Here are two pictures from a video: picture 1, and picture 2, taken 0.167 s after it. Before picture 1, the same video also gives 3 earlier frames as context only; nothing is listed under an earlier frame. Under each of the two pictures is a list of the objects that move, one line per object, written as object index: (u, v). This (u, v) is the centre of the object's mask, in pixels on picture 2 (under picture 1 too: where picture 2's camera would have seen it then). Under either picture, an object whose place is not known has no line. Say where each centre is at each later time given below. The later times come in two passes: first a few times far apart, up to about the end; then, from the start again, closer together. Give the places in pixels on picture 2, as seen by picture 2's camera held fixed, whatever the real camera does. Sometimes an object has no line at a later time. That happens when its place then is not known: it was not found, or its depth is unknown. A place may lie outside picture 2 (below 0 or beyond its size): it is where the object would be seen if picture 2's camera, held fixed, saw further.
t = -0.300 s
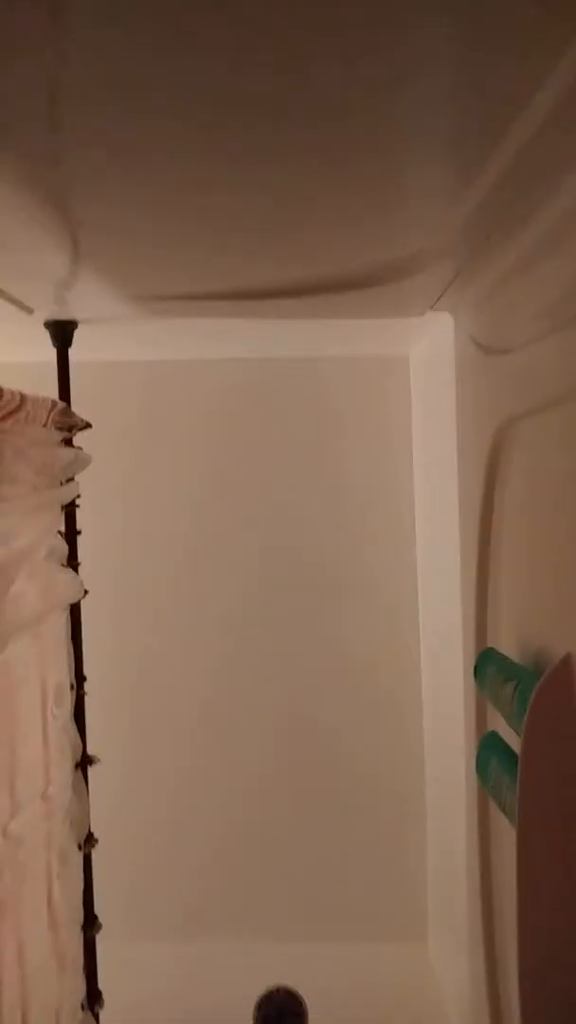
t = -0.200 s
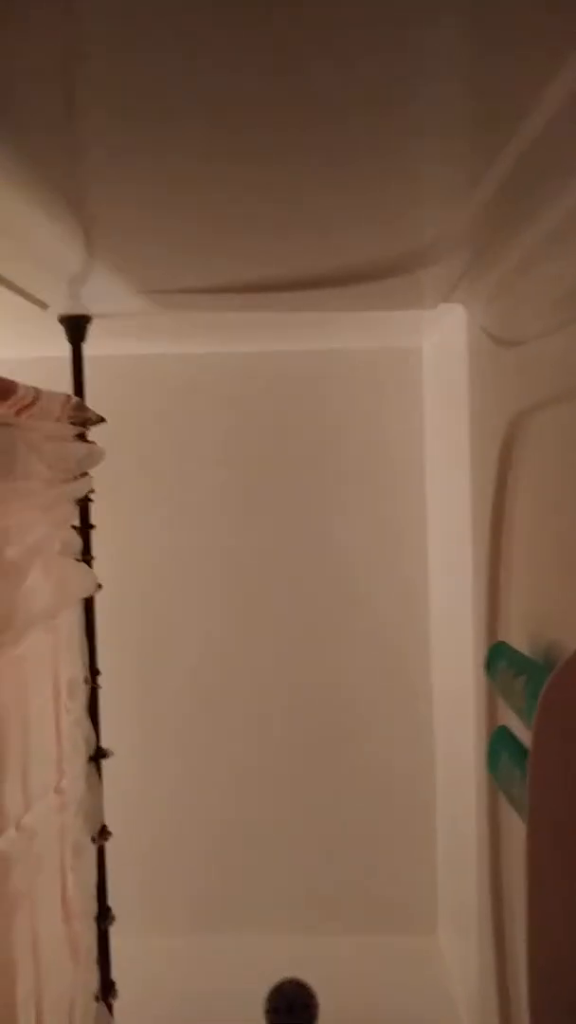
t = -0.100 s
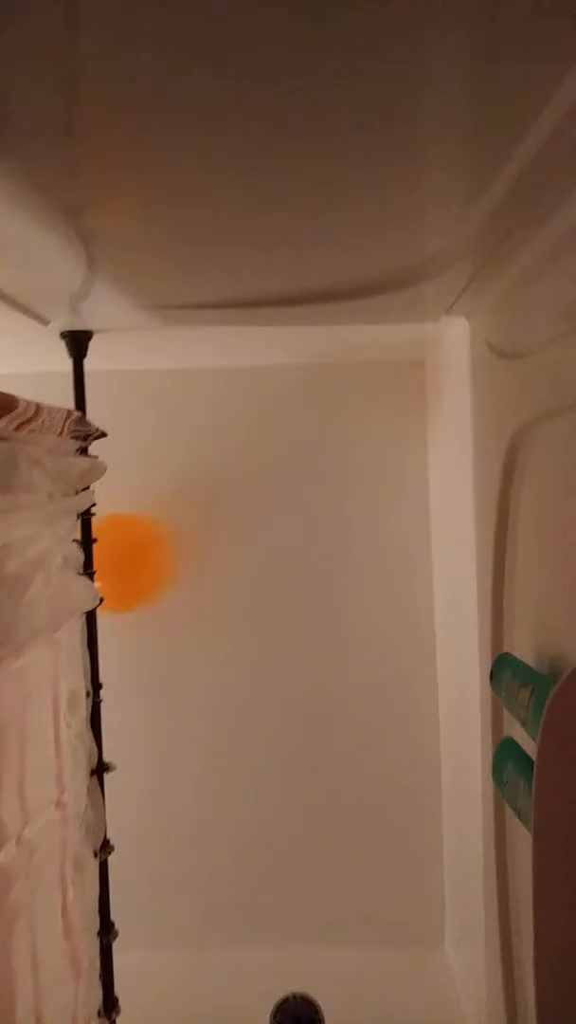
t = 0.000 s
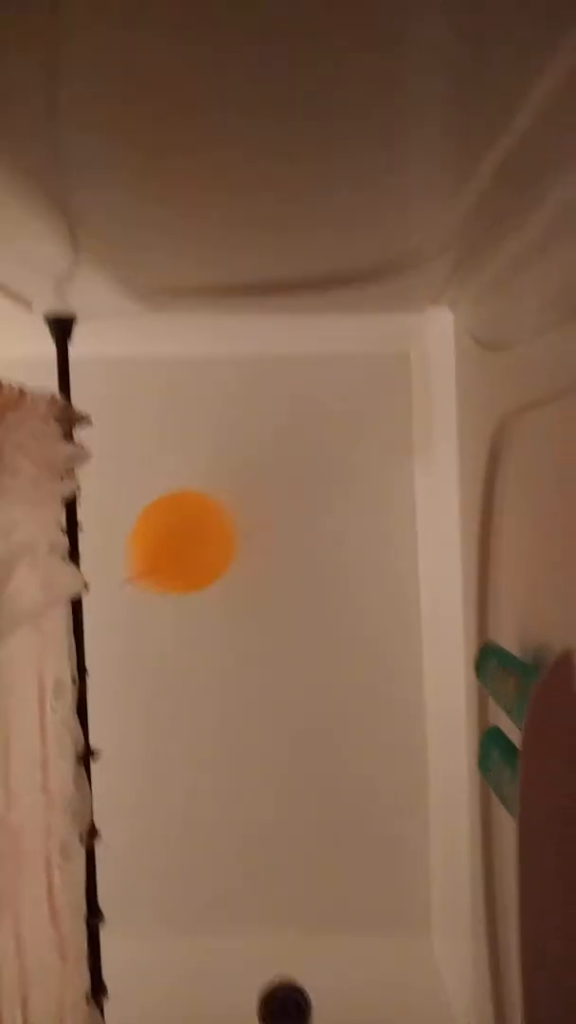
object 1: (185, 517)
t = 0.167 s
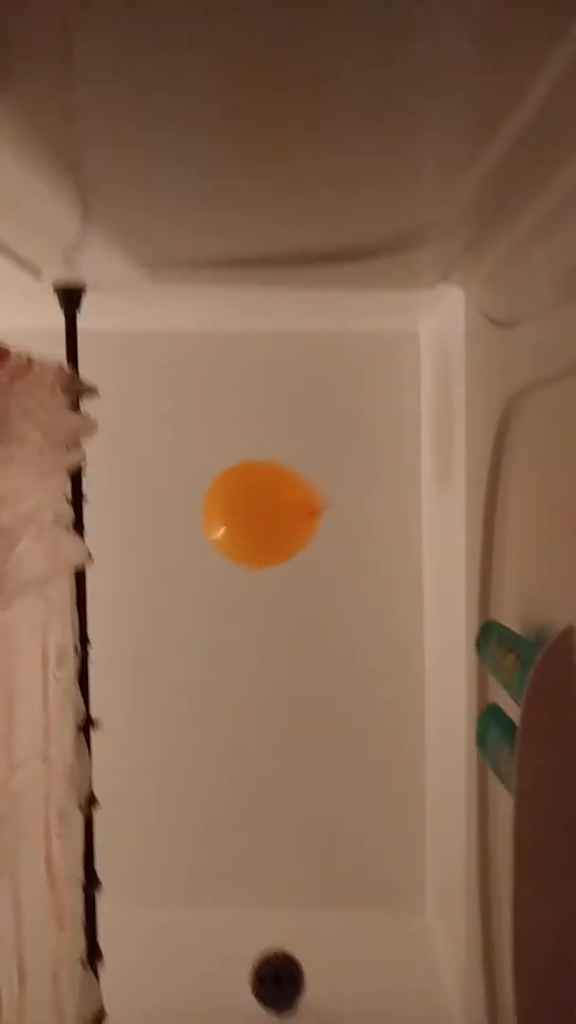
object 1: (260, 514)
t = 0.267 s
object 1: (304, 511)
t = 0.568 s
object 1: (384, 516)
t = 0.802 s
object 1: (267, 507)
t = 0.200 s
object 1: (275, 513)
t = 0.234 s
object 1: (289, 512)
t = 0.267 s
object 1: (304, 511)
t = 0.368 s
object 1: (340, 509)
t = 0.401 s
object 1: (353, 509)
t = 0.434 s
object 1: (366, 510)
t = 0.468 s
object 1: (380, 511)
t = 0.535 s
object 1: (401, 515)
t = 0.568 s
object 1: (384, 516)
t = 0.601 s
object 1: (366, 517)
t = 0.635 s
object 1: (350, 516)
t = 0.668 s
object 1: (335, 514)
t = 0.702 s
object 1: (317, 512)
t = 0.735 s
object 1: (299, 509)
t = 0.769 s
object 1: (283, 508)
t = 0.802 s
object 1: (267, 507)
